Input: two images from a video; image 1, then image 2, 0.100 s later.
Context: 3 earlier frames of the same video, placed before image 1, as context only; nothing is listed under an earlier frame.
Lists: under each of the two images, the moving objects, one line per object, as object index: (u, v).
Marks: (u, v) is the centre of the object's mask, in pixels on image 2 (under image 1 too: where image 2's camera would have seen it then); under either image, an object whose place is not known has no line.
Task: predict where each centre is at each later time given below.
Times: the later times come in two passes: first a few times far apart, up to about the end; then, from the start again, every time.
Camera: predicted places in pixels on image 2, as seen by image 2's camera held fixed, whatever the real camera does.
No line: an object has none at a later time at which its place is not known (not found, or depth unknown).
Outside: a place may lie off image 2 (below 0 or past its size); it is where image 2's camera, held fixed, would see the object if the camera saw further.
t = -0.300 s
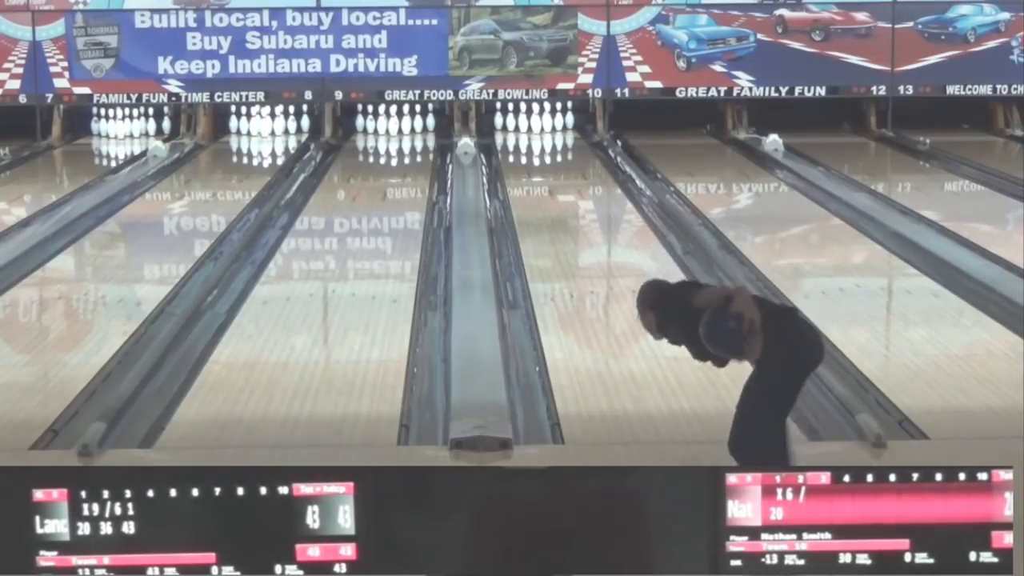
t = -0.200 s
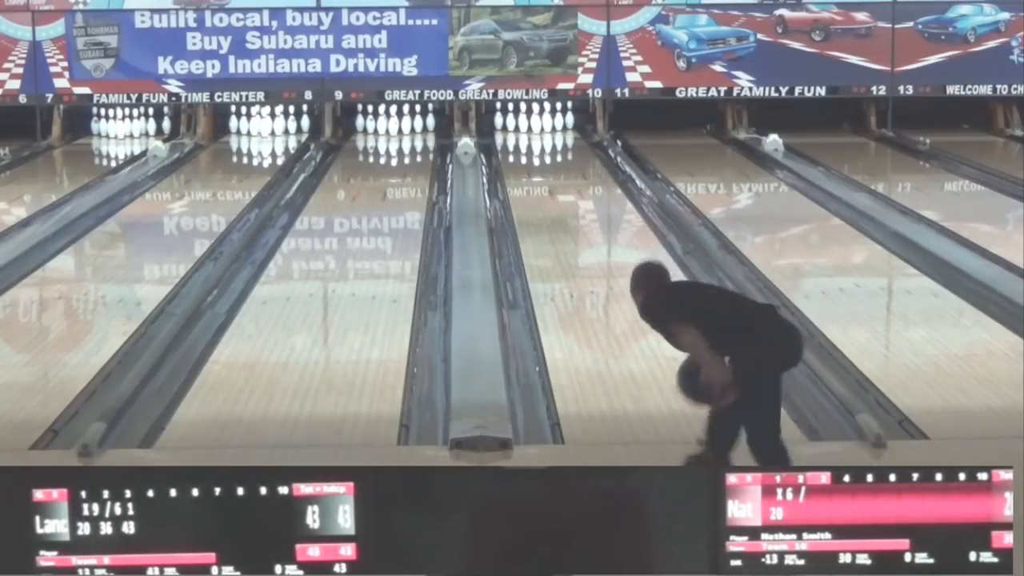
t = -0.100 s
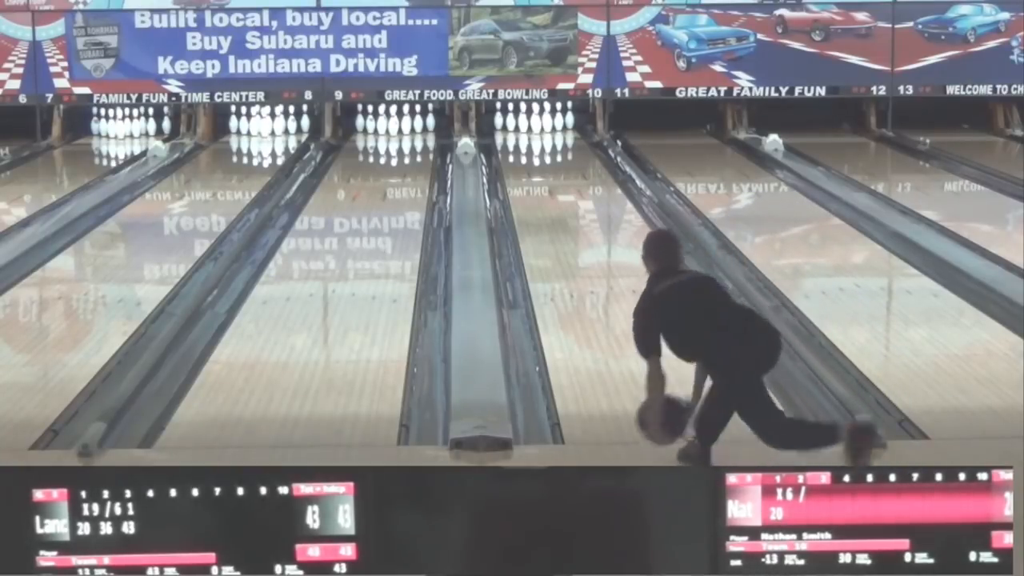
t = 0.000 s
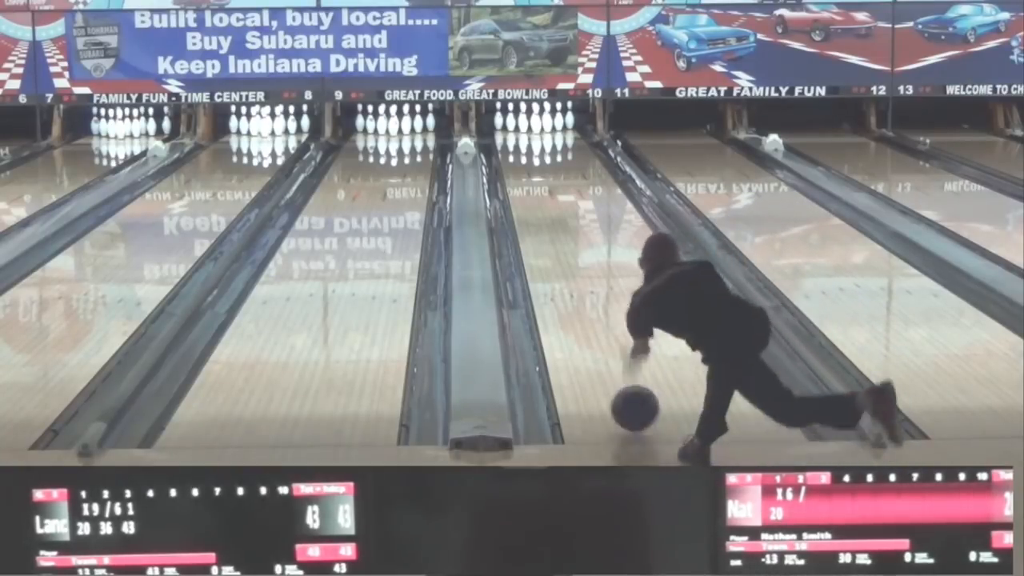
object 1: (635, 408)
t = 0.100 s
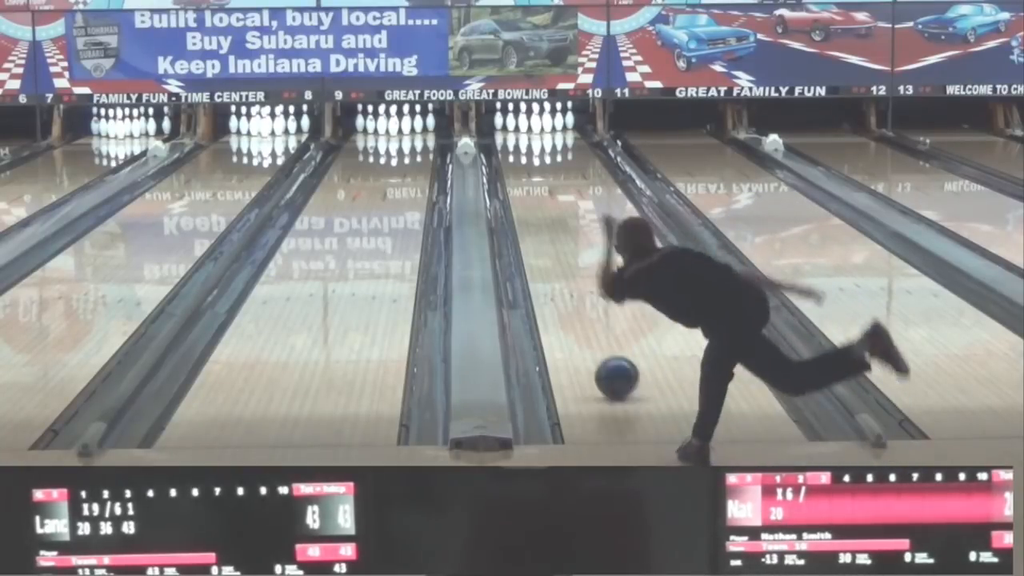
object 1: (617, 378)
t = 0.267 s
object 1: (592, 331)
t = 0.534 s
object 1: (563, 280)
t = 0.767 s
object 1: (546, 241)
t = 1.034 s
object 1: (532, 210)
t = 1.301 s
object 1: (523, 185)
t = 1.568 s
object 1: (519, 166)
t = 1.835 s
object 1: (518, 150)
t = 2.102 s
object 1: (522, 136)
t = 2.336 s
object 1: (525, 126)
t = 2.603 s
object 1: (521, 121)
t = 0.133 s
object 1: (611, 367)
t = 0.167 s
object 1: (606, 358)
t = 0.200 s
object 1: (601, 349)
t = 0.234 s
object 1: (597, 340)
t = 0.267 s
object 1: (592, 331)
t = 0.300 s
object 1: (588, 323)
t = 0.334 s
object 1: (584, 316)
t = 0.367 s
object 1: (580, 308)
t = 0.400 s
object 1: (576, 302)
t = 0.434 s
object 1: (573, 295)
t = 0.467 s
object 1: (570, 289)
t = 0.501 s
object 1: (567, 283)
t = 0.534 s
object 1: (563, 280)
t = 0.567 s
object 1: (560, 277)
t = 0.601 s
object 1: (556, 265)
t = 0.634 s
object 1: (555, 260)
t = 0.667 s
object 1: (553, 256)
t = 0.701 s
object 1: (550, 251)
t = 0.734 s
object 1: (548, 246)
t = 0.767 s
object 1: (546, 241)
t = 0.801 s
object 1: (544, 237)
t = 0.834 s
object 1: (542, 233)
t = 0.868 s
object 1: (540, 228)
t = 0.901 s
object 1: (538, 224)
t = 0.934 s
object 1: (536, 220)
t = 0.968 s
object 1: (535, 217)
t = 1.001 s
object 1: (533, 213)
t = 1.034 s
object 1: (532, 210)
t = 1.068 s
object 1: (531, 206)
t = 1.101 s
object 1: (529, 203)
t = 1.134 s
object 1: (528, 199)
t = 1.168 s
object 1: (527, 196)
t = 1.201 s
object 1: (526, 193)
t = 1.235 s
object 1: (525, 190)
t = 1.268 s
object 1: (524, 187)
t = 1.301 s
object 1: (523, 185)
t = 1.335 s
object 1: (522, 182)
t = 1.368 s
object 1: (521, 180)
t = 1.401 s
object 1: (521, 177)
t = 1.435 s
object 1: (520, 175)
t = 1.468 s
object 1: (520, 173)
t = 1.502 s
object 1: (519, 171)
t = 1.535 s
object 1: (519, 168)
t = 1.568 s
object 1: (519, 166)
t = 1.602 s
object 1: (518, 164)
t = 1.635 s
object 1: (518, 162)
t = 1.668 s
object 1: (518, 160)
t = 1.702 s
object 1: (518, 157)
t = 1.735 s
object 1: (518, 155)
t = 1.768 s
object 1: (518, 153)
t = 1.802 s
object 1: (518, 151)
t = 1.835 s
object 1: (518, 150)
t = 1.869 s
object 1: (518, 148)
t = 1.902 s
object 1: (519, 146)
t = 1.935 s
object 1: (519, 144)
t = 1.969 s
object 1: (520, 143)
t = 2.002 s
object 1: (520, 141)
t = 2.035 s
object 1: (521, 139)
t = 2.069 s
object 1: (521, 138)
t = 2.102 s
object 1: (522, 136)
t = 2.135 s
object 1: (522, 134)
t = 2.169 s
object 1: (523, 133)
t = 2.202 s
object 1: (524, 131)
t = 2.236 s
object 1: (525, 130)
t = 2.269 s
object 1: (526, 128)
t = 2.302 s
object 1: (526, 127)
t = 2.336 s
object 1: (525, 126)
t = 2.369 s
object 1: (523, 124)
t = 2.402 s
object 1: (522, 124)
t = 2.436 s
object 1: (520, 124)
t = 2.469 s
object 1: (517, 123)
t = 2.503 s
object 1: (518, 122)
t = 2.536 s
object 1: (518, 122)
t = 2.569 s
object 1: (519, 122)
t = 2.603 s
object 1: (521, 121)
